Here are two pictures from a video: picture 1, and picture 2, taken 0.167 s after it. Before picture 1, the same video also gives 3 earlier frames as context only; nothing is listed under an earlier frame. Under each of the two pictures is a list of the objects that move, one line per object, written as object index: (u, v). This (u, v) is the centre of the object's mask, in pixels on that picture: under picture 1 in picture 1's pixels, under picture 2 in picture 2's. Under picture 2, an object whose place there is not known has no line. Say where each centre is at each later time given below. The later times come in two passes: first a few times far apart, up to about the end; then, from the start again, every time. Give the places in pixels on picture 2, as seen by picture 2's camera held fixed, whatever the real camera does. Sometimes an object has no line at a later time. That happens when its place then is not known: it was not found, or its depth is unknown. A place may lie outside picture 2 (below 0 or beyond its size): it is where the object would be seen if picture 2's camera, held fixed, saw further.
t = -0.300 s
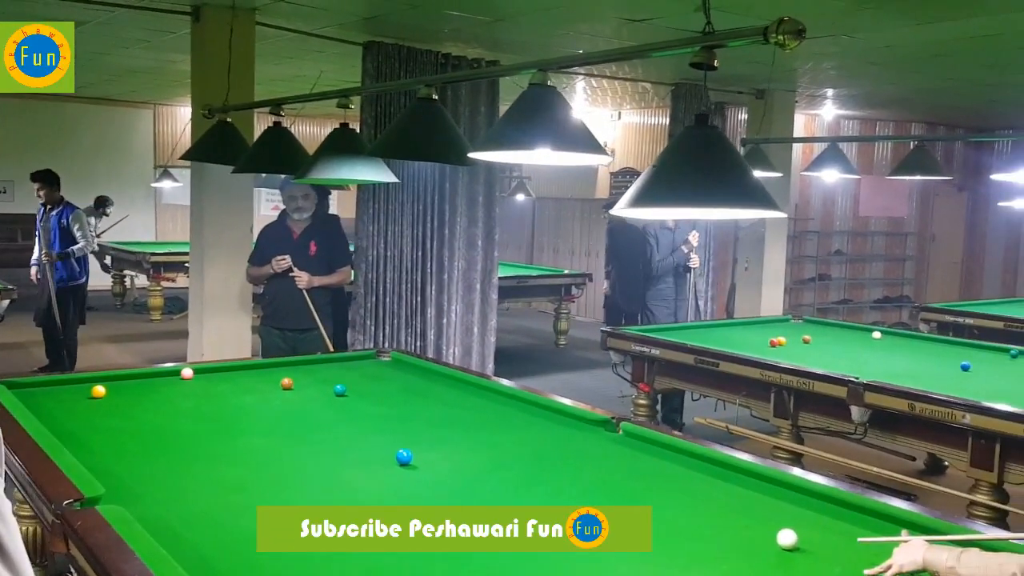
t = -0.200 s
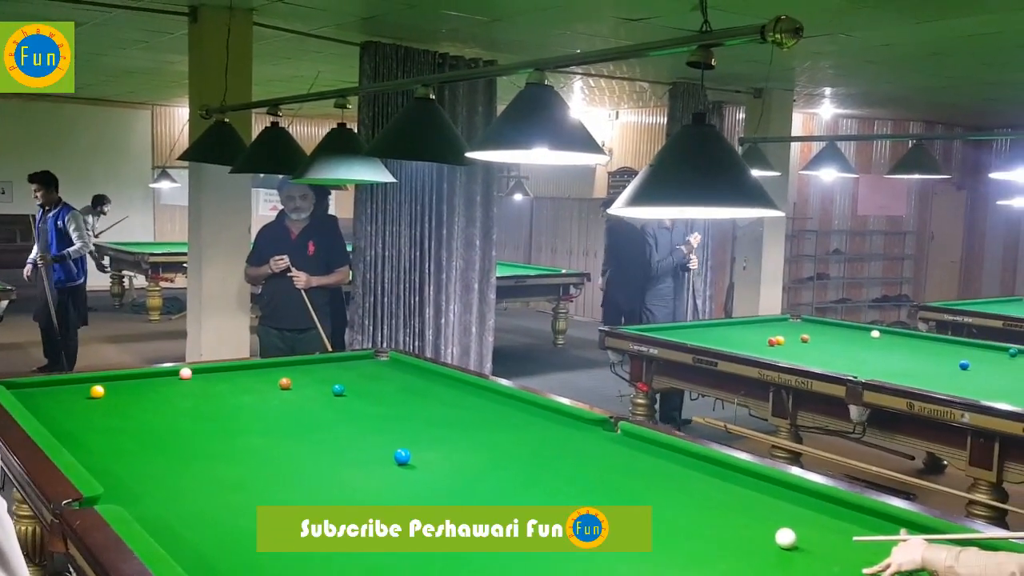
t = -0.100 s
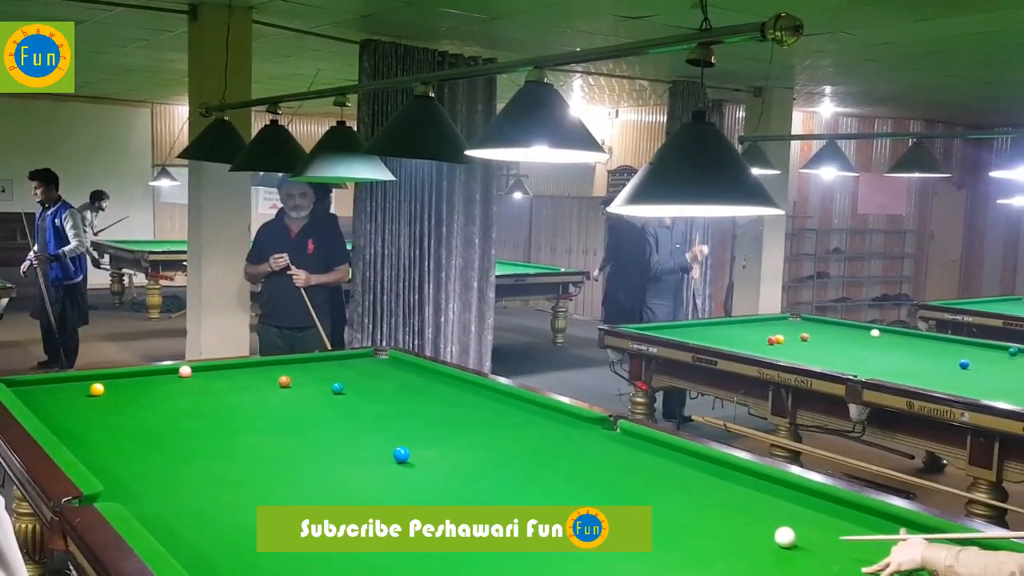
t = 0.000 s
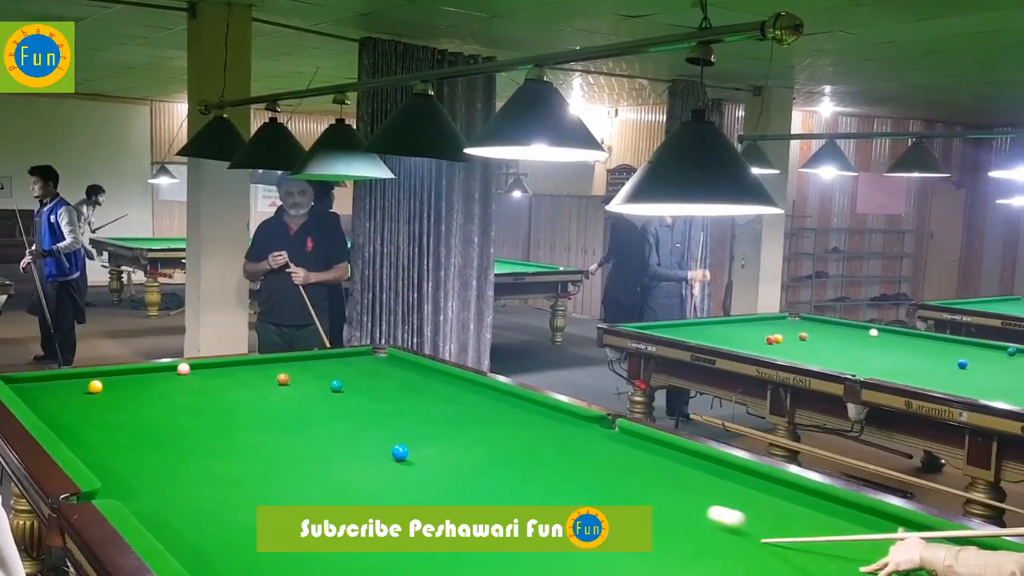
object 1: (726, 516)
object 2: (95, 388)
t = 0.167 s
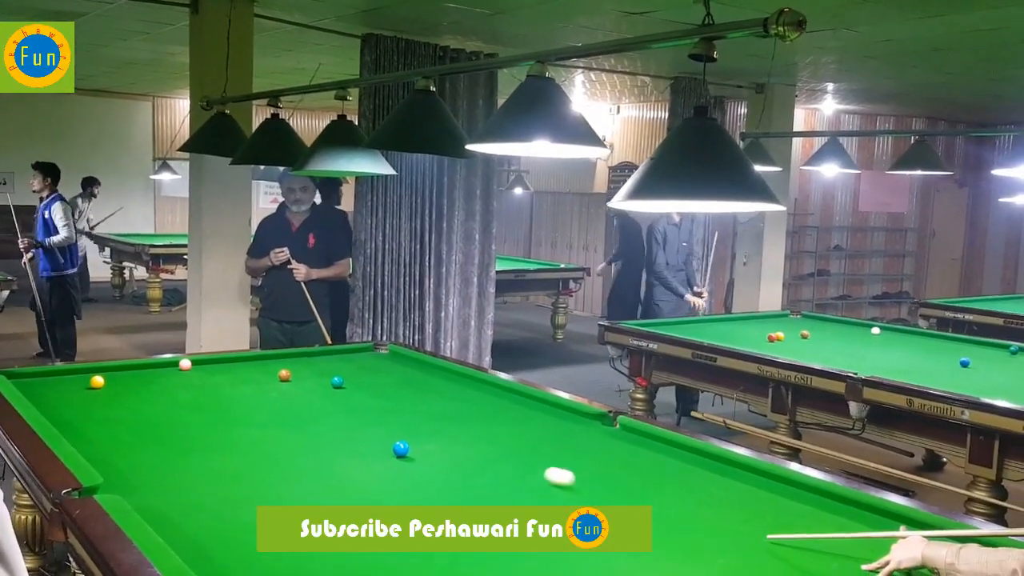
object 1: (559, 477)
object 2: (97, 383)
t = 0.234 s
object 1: (506, 465)
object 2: (98, 383)
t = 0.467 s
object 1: (359, 433)
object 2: (97, 383)
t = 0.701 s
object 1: (246, 411)
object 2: (97, 383)
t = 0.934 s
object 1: (150, 391)
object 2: (97, 384)
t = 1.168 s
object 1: (114, 379)
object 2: (52, 379)
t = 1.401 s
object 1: (110, 371)
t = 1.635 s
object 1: (102, 371)
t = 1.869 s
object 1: (93, 376)
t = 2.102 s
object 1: (85, 382)
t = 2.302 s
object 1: (78, 386)
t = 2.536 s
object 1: (71, 390)
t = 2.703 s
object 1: (65, 393)
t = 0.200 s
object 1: (532, 471)
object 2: (97, 383)
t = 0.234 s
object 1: (506, 465)
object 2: (98, 383)
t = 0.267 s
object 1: (481, 459)
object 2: (98, 384)
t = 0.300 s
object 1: (458, 454)
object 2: (97, 384)
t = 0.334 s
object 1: (436, 449)
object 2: (98, 384)
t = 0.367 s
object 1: (417, 445)
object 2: (98, 383)
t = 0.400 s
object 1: (394, 439)
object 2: (97, 384)
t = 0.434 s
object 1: (377, 437)
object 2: (97, 383)
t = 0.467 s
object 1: (359, 433)
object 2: (97, 383)
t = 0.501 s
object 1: (342, 430)
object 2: (97, 384)
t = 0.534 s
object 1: (325, 427)
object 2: (97, 384)
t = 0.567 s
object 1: (309, 423)
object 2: (97, 384)
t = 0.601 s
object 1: (292, 420)
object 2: (97, 383)
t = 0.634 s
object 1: (276, 417)
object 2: (97, 384)
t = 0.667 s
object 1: (261, 414)
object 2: (97, 383)
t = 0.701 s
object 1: (246, 411)
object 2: (97, 383)
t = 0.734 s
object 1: (231, 408)
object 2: (97, 383)
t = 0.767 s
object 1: (217, 405)
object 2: (97, 383)
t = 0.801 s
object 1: (202, 402)
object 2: (97, 383)
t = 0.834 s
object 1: (189, 399)
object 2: (97, 384)
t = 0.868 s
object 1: (175, 397)
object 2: (97, 384)
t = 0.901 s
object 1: (162, 394)
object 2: (97, 384)
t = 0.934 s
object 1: (150, 391)
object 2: (97, 384)
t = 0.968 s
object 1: (137, 389)
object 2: (97, 384)
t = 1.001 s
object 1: (125, 386)
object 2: (97, 384)
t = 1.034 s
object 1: (113, 384)
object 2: (97, 383)
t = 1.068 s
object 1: (109, 382)
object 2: (90, 382)
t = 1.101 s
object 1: (112, 381)
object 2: (77, 381)
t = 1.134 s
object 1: (113, 380)
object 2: (64, 380)
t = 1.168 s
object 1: (114, 379)
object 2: (52, 379)
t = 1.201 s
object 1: (114, 378)
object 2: (41, 377)
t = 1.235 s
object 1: (114, 377)
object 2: (31, 376)
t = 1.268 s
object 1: (114, 375)
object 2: (21, 375)
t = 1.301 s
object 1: (113, 374)
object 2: (15, 376)
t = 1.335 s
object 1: (112, 373)
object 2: (9, 376)
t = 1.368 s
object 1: (110, 372)
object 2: (11, 376)
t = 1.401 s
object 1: (110, 371)
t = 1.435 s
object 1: (109, 369)
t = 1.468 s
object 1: (108, 368)
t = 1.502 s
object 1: (107, 368)
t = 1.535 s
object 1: (106, 369)
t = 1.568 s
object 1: (104, 370)
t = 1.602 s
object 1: (103, 370)
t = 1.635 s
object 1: (102, 371)
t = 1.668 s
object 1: (100, 372)
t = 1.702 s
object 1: (99, 373)
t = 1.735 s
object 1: (98, 374)
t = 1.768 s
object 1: (96, 374)
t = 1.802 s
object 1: (95, 375)
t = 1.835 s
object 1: (94, 376)
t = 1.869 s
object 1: (93, 376)
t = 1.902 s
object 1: (92, 377)
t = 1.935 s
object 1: (91, 378)
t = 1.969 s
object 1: (90, 379)
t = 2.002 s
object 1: (89, 379)
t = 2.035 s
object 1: (87, 380)
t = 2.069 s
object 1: (86, 381)
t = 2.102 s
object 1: (85, 382)
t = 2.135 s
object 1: (84, 382)
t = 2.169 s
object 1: (82, 383)
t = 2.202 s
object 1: (82, 383)
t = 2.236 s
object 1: (80, 384)
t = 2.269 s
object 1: (79, 385)
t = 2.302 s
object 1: (78, 386)
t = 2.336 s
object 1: (77, 387)
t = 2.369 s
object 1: (76, 387)
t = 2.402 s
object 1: (75, 387)
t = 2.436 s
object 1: (74, 388)
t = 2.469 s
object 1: (73, 389)
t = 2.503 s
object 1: (72, 390)
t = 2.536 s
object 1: (71, 390)
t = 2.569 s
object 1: (69, 391)
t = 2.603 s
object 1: (68, 391)
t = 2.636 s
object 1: (67, 392)
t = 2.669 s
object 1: (66, 393)
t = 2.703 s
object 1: (65, 393)
